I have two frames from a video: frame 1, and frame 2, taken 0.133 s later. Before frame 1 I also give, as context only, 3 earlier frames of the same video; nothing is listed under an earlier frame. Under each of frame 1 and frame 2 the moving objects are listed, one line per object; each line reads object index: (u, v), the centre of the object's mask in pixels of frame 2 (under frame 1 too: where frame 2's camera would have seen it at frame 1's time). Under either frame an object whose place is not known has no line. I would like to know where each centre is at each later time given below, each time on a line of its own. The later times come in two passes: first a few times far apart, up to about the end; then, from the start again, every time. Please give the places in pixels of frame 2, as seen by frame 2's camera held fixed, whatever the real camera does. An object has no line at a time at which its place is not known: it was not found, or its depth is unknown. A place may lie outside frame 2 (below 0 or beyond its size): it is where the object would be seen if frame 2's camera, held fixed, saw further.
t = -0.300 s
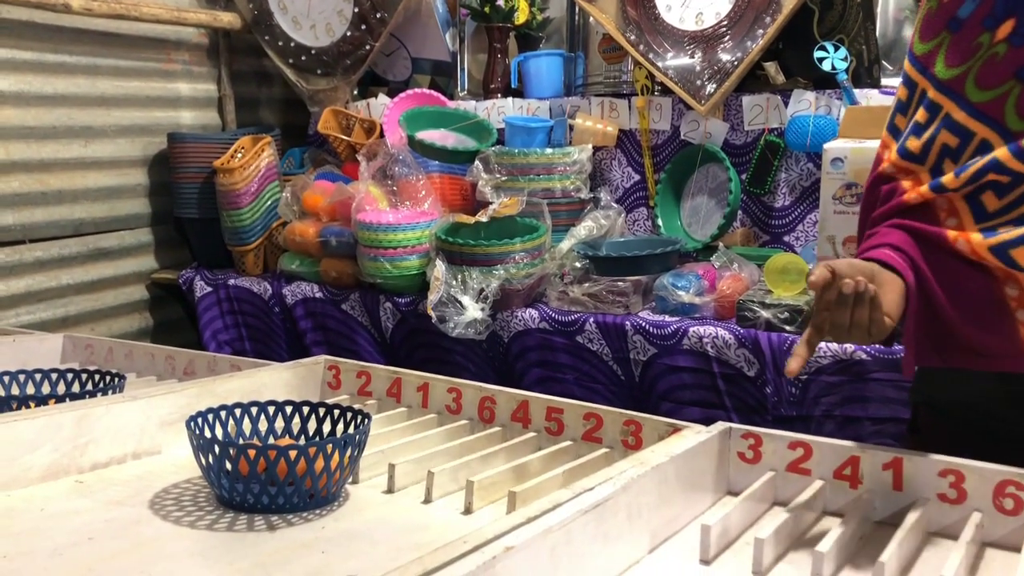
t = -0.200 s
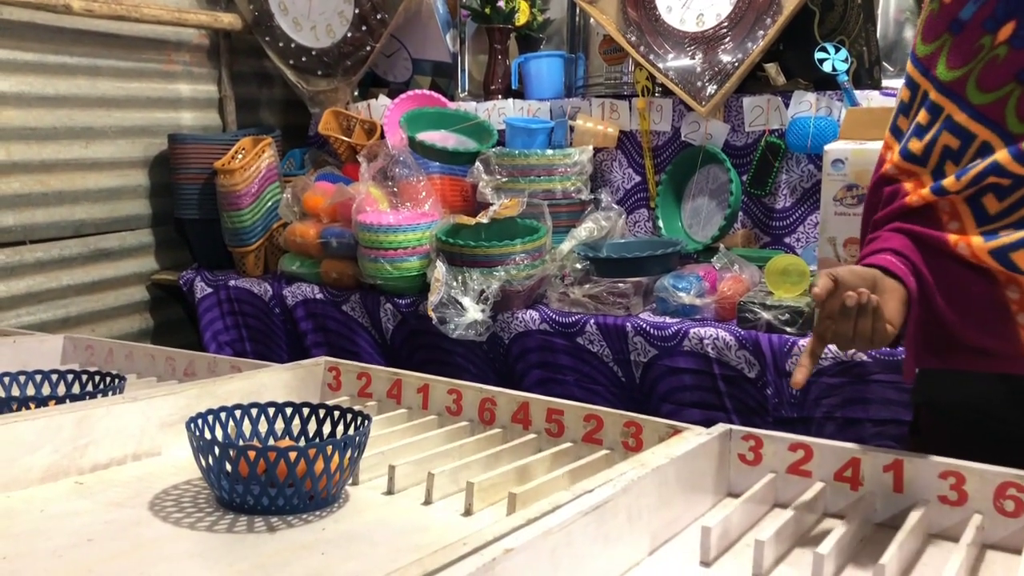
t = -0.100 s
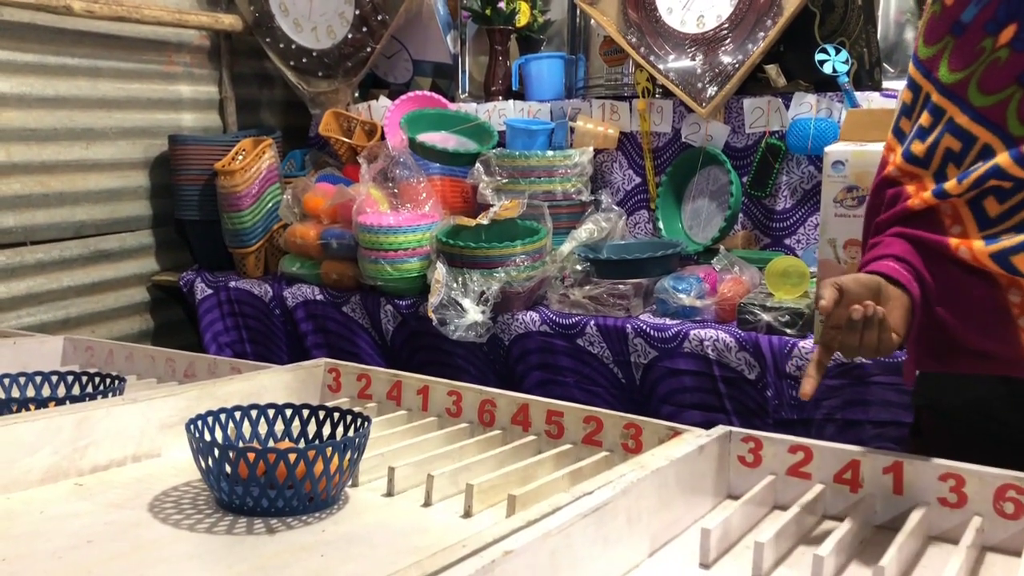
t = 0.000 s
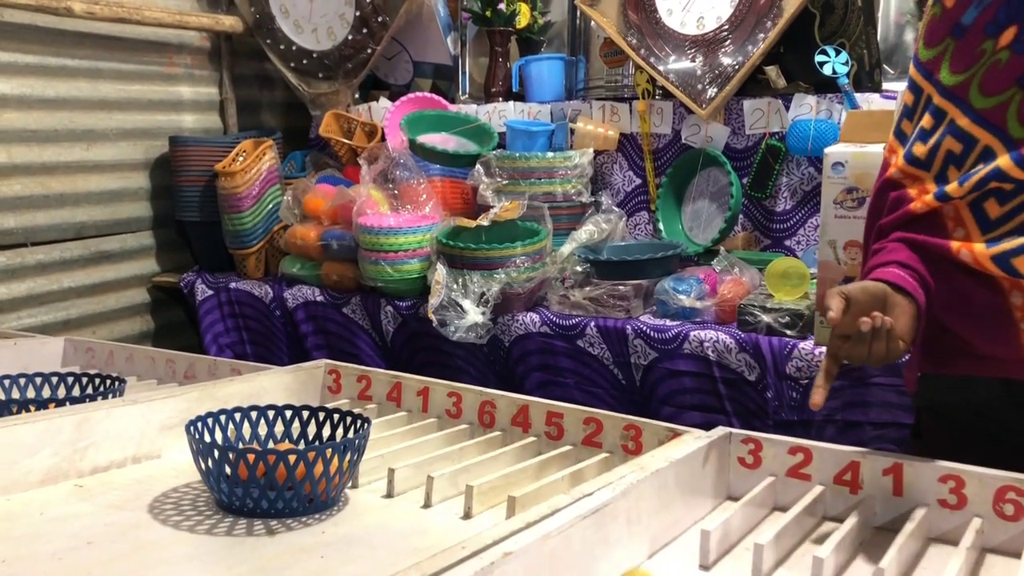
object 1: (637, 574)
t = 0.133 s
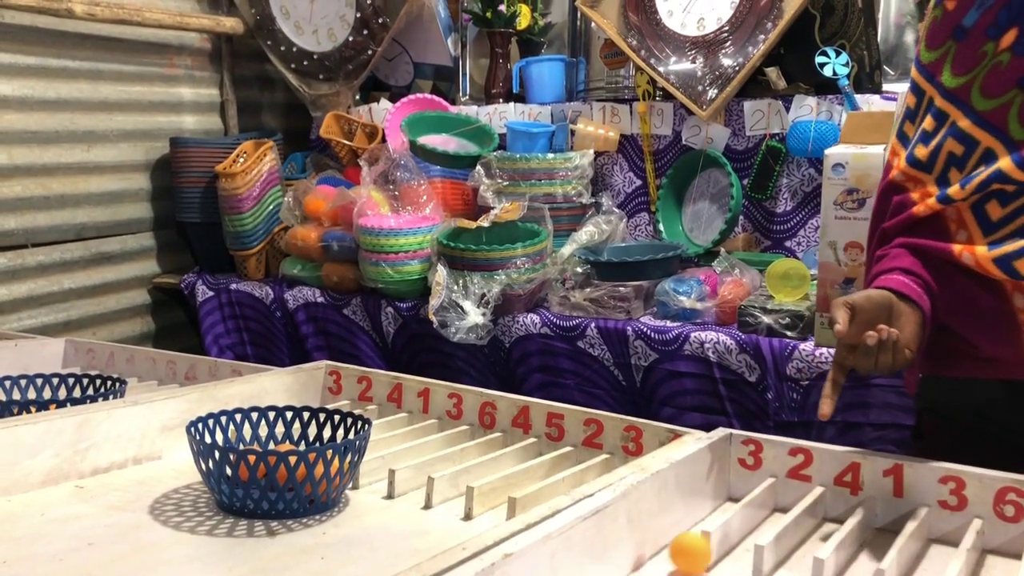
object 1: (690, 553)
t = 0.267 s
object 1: (649, 560)
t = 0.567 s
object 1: (625, 564)
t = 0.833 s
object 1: (640, 561)
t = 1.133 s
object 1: (672, 541)
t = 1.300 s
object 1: (693, 522)
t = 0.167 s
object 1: (682, 547)
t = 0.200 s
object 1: (670, 551)
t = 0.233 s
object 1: (657, 561)
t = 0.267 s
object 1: (649, 560)
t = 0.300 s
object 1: (642, 560)
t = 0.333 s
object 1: (634, 566)
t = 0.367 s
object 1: (631, 563)
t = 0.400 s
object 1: (629, 563)
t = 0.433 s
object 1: (626, 565)
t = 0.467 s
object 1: (624, 563)
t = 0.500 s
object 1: (623, 565)
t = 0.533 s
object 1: (624, 564)
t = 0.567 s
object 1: (625, 564)
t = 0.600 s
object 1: (627, 564)
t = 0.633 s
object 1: (628, 564)
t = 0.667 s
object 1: (631, 563)
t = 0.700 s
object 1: (633, 563)
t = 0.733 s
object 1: (635, 562)
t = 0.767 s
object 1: (636, 562)
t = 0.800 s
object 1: (638, 562)
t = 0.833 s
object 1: (640, 561)
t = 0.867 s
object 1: (643, 559)
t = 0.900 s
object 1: (645, 558)
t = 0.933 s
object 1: (648, 557)
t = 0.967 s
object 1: (651, 556)
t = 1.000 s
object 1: (655, 553)
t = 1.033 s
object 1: (658, 551)
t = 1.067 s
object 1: (663, 548)
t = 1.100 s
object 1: (668, 544)
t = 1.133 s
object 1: (672, 541)
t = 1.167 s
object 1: (677, 537)
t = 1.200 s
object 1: (682, 534)
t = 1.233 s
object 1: (685, 531)
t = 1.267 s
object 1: (689, 526)
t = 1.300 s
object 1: (693, 522)
